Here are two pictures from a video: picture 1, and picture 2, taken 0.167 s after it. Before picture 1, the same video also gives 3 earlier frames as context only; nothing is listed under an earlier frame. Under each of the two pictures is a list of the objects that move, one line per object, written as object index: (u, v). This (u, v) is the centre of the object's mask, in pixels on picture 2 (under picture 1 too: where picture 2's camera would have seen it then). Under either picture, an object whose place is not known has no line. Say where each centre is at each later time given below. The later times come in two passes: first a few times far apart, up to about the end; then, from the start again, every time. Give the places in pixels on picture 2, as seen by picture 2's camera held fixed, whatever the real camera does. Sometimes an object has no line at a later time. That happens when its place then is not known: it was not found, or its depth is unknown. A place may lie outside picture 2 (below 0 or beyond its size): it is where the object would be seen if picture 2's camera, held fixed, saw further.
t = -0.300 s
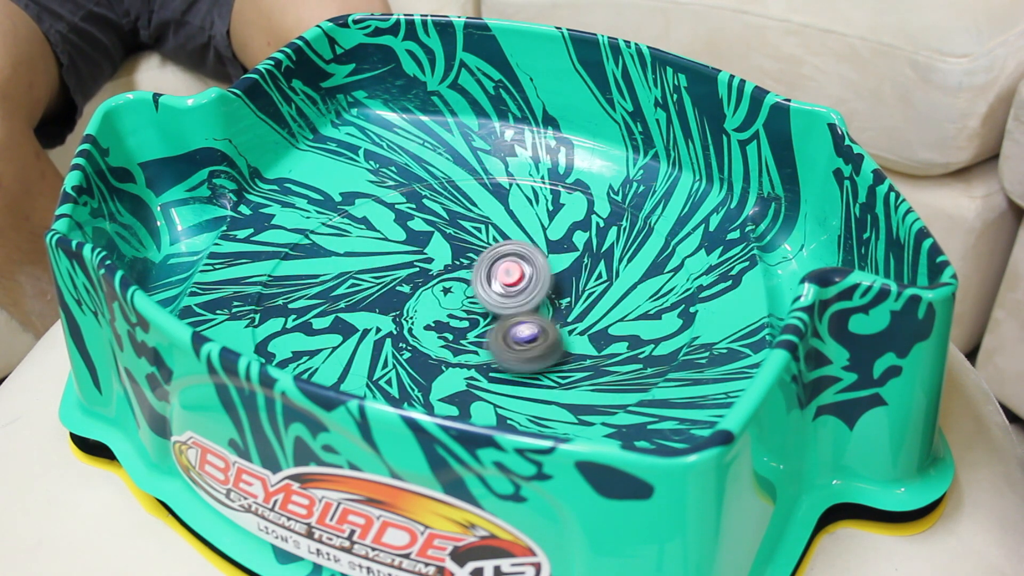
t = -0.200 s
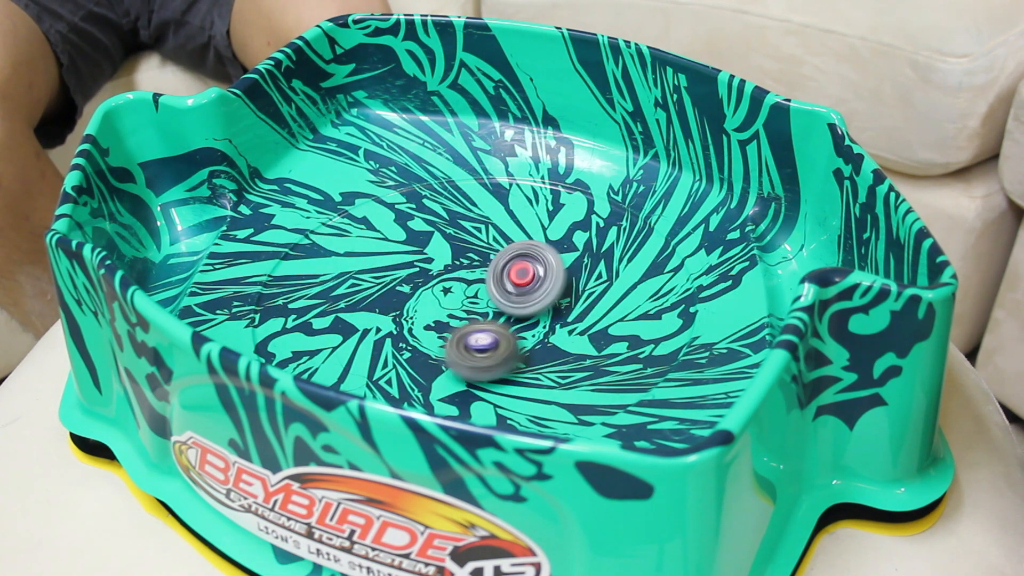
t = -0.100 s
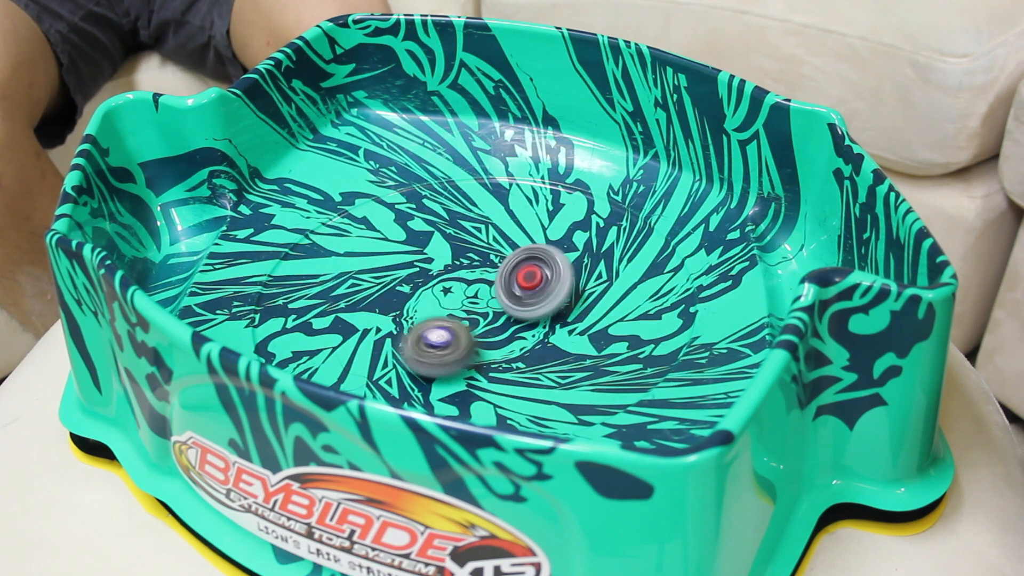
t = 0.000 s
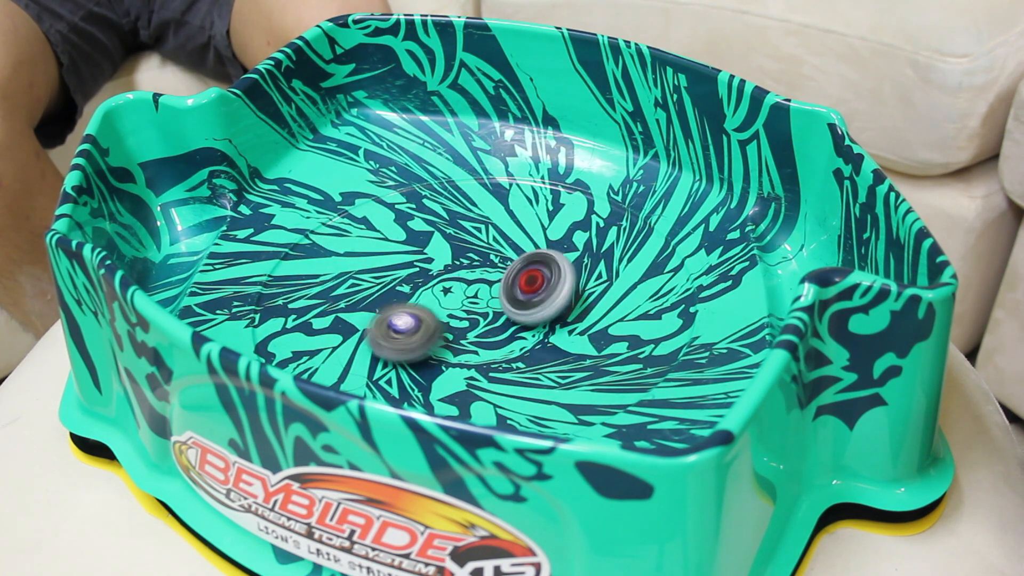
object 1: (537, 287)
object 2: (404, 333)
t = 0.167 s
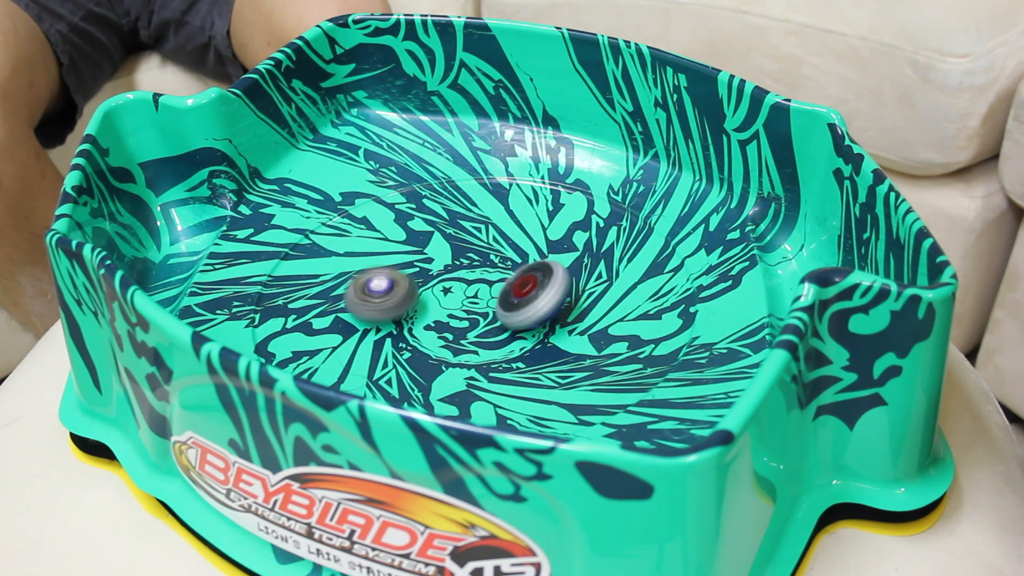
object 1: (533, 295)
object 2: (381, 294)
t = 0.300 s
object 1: (522, 303)
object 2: (396, 264)
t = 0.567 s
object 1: (473, 322)
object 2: (480, 241)
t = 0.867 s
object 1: (416, 334)
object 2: (549, 291)
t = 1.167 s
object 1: (410, 322)
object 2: (485, 351)
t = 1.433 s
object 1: (422, 300)
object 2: (447, 357)
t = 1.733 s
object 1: (463, 282)
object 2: (471, 358)
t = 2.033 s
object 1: (533, 272)
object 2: (516, 332)
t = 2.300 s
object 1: (535, 266)
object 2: (543, 332)
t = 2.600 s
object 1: (491, 279)
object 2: (524, 322)
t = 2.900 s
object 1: (369, 304)
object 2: (518, 284)
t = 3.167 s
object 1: (355, 334)
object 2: (525, 244)
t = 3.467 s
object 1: (404, 327)
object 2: (532, 250)
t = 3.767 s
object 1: (461, 312)
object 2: (453, 263)
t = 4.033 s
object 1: (490, 316)
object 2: (365, 269)
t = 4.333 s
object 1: (486, 311)
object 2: (316, 277)
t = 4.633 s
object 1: (510, 302)
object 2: (361, 299)
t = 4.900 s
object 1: (521, 306)
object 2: (428, 323)
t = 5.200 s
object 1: (541, 280)
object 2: (426, 386)
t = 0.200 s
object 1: (531, 297)
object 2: (382, 287)
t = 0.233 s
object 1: (528, 299)
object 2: (385, 279)
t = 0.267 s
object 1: (525, 301)
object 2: (390, 271)
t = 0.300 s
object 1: (522, 303)
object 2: (396, 264)
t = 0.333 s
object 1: (518, 305)
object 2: (404, 257)
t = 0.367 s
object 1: (513, 307)
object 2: (413, 253)
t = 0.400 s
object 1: (508, 310)
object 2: (424, 248)
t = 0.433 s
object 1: (502, 312)
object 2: (434, 244)
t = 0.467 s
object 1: (496, 314)
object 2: (445, 241)
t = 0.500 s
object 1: (487, 318)
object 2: (457, 240)
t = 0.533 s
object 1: (480, 319)
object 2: (469, 239)
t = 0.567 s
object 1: (473, 322)
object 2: (480, 241)
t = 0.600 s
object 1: (466, 324)
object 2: (493, 243)
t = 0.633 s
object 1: (458, 326)
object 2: (504, 246)
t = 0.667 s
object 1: (450, 328)
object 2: (515, 250)
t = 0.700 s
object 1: (443, 330)
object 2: (524, 255)
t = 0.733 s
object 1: (436, 332)
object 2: (533, 261)
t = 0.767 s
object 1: (431, 333)
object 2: (540, 268)
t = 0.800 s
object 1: (425, 333)
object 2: (544, 275)
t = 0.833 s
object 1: (419, 333)
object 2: (548, 283)
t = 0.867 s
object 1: (416, 334)
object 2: (549, 291)
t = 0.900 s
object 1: (413, 334)
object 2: (549, 300)
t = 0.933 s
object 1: (409, 334)
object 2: (546, 308)
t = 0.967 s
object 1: (408, 332)
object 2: (541, 316)
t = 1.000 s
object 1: (408, 331)
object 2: (534, 325)
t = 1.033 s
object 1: (408, 330)
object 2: (526, 332)
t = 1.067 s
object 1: (409, 328)
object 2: (517, 338)
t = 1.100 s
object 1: (410, 327)
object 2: (506, 343)
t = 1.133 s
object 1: (411, 324)
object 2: (493, 348)
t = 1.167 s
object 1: (410, 322)
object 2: (485, 351)
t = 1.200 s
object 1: (409, 319)
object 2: (482, 354)
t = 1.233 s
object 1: (405, 317)
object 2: (480, 357)
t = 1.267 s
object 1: (405, 315)
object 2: (476, 359)
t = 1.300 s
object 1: (406, 314)
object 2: (469, 361)
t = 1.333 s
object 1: (409, 312)
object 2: (462, 362)
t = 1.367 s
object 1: (413, 308)
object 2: (455, 361)
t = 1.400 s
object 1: (418, 304)
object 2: (450, 359)
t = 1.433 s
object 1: (422, 300)
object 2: (447, 357)
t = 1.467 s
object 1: (426, 295)
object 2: (450, 359)
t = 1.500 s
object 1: (428, 289)
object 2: (453, 361)
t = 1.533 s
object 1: (431, 287)
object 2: (455, 362)
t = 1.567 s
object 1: (435, 284)
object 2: (458, 363)
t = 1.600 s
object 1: (438, 283)
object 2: (460, 363)
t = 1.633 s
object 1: (444, 283)
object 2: (462, 362)
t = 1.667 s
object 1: (449, 282)
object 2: (465, 361)
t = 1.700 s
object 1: (456, 282)
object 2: (467, 360)
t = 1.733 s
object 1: (463, 282)
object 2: (471, 358)
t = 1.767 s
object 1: (471, 282)
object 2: (474, 355)
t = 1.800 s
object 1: (478, 282)
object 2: (478, 352)
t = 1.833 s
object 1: (485, 282)
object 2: (483, 349)
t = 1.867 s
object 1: (494, 282)
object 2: (487, 346)
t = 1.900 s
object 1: (501, 280)
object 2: (492, 343)
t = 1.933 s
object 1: (510, 279)
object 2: (497, 339)
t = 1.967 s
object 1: (518, 278)
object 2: (503, 334)
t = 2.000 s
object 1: (525, 275)
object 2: (509, 333)
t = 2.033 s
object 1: (533, 272)
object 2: (516, 332)
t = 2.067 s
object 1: (538, 269)
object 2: (521, 330)
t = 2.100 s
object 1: (543, 268)
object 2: (525, 330)
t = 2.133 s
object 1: (545, 268)
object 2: (530, 329)
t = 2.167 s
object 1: (544, 267)
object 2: (533, 327)
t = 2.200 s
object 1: (543, 268)
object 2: (537, 327)
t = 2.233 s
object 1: (541, 268)
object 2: (539, 327)
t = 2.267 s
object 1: (538, 267)
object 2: (541, 329)
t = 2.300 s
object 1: (535, 266)
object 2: (543, 332)
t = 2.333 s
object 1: (532, 266)
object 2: (543, 333)
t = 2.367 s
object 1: (530, 266)
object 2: (542, 333)
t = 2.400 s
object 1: (526, 266)
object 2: (541, 333)
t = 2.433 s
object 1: (521, 267)
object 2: (539, 333)
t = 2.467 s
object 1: (516, 270)
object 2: (537, 332)
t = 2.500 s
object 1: (510, 272)
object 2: (534, 330)
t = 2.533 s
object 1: (505, 274)
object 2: (531, 328)
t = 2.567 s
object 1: (497, 276)
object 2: (527, 325)
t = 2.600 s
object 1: (491, 279)
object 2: (524, 322)
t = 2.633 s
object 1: (481, 282)
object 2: (523, 319)
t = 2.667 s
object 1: (464, 283)
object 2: (525, 318)
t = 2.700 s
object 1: (449, 284)
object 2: (527, 317)
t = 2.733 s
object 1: (431, 286)
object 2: (527, 313)
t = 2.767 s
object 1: (416, 289)
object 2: (525, 309)
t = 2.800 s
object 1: (402, 292)
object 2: (523, 302)
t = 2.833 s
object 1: (391, 295)
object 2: (520, 297)
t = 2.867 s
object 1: (379, 299)
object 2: (519, 290)
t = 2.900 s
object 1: (369, 304)
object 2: (518, 284)
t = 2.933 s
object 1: (362, 309)
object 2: (517, 278)
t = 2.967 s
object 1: (356, 314)
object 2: (517, 272)
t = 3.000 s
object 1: (352, 319)
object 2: (517, 267)
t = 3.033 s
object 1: (350, 322)
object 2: (518, 261)
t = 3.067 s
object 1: (348, 327)
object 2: (519, 256)
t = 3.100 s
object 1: (350, 330)
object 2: (521, 252)
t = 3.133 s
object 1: (352, 332)
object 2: (523, 248)
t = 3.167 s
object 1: (355, 334)
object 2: (525, 244)
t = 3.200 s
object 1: (359, 336)
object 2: (528, 241)
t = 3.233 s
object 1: (363, 337)
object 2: (531, 239)
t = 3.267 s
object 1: (367, 336)
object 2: (534, 237)
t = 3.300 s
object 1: (372, 335)
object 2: (536, 237)
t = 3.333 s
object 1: (377, 334)
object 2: (538, 238)
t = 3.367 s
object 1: (384, 331)
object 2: (538, 240)
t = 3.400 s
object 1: (392, 331)
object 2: (537, 243)
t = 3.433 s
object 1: (399, 329)
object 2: (534, 247)
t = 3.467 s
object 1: (404, 327)
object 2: (532, 250)
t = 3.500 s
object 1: (410, 325)
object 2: (526, 254)
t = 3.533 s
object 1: (416, 323)
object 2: (520, 258)
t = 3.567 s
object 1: (422, 321)
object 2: (513, 261)
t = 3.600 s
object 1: (427, 320)
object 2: (505, 265)
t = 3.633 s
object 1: (432, 319)
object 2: (497, 268)
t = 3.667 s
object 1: (439, 318)
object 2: (489, 270)
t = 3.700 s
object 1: (445, 316)
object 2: (482, 270)
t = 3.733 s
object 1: (452, 314)
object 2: (473, 268)
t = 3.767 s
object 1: (461, 312)
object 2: (453, 263)
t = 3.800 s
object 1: (470, 314)
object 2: (434, 266)
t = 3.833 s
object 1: (478, 315)
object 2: (422, 266)
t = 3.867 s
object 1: (483, 316)
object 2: (409, 265)
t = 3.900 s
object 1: (486, 316)
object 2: (400, 266)
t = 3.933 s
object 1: (488, 316)
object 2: (391, 267)
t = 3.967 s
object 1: (490, 316)
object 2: (382, 267)
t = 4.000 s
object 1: (490, 316)
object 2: (373, 268)
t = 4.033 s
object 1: (490, 316)
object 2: (365, 269)
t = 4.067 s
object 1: (490, 316)
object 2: (357, 270)
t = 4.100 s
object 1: (490, 316)
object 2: (350, 271)
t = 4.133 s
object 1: (490, 316)
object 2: (342, 272)
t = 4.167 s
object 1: (490, 316)
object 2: (335, 274)
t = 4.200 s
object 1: (489, 315)
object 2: (330, 274)
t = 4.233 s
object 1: (489, 315)
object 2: (325, 275)
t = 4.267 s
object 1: (488, 314)
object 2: (321, 276)
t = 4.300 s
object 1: (487, 313)
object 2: (318, 277)
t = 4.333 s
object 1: (486, 311)
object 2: (316, 277)
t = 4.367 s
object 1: (487, 309)
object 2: (317, 278)
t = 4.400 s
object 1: (488, 307)
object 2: (318, 279)
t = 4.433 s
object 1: (491, 305)
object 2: (322, 281)
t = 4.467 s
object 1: (494, 304)
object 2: (327, 284)
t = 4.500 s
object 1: (498, 303)
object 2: (333, 286)
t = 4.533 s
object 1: (501, 302)
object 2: (339, 289)
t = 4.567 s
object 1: (505, 302)
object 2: (346, 292)
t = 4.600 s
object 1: (508, 301)
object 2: (354, 296)
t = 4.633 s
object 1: (510, 302)
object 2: (361, 299)
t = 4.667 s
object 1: (513, 302)
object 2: (367, 302)
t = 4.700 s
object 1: (515, 303)
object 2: (375, 307)
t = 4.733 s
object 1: (516, 303)
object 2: (384, 309)
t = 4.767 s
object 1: (518, 304)
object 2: (392, 313)
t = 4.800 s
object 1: (519, 304)
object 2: (401, 316)
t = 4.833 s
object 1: (520, 305)
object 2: (410, 319)
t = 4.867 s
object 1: (521, 305)
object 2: (419, 321)
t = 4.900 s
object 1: (521, 306)
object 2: (428, 323)
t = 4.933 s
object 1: (521, 306)
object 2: (437, 326)
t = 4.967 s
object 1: (521, 306)
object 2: (447, 328)
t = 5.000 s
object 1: (521, 306)
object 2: (458, 330)
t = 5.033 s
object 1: (526, 303)
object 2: (460, 335)
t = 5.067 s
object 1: (534, 292)
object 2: (451, 346)
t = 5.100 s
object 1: (540, 287)
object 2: (444, 360)
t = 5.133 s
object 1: (543, 284)
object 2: (440, 370)
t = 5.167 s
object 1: (542, 281)
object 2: (431, 380)
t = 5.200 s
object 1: (541, 280)
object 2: (426, 386)
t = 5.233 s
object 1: (538, 281)
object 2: (421, 389)
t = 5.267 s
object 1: (535, 281)
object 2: (414, 389)
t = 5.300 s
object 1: (532, 282)
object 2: (411, 390)
